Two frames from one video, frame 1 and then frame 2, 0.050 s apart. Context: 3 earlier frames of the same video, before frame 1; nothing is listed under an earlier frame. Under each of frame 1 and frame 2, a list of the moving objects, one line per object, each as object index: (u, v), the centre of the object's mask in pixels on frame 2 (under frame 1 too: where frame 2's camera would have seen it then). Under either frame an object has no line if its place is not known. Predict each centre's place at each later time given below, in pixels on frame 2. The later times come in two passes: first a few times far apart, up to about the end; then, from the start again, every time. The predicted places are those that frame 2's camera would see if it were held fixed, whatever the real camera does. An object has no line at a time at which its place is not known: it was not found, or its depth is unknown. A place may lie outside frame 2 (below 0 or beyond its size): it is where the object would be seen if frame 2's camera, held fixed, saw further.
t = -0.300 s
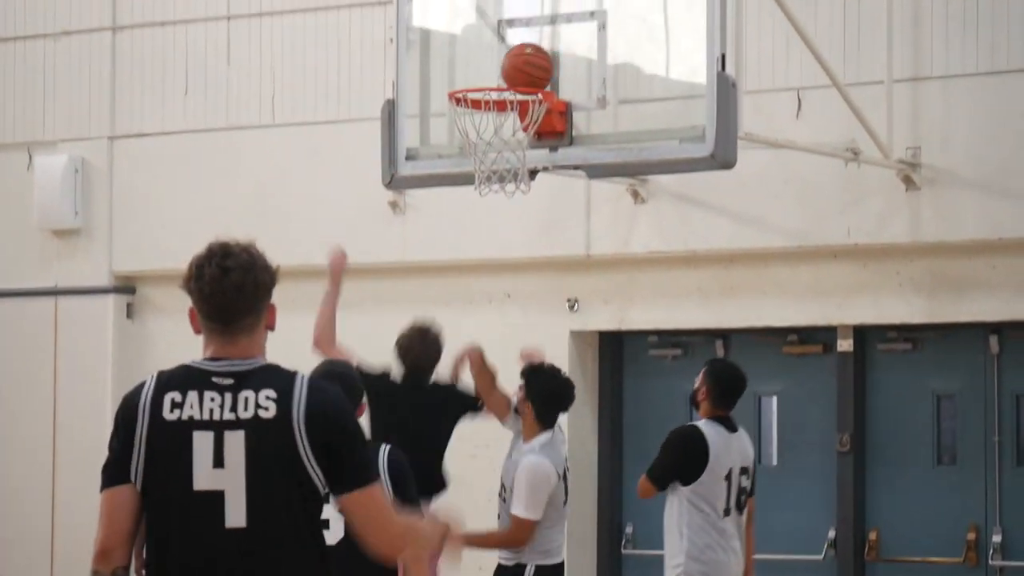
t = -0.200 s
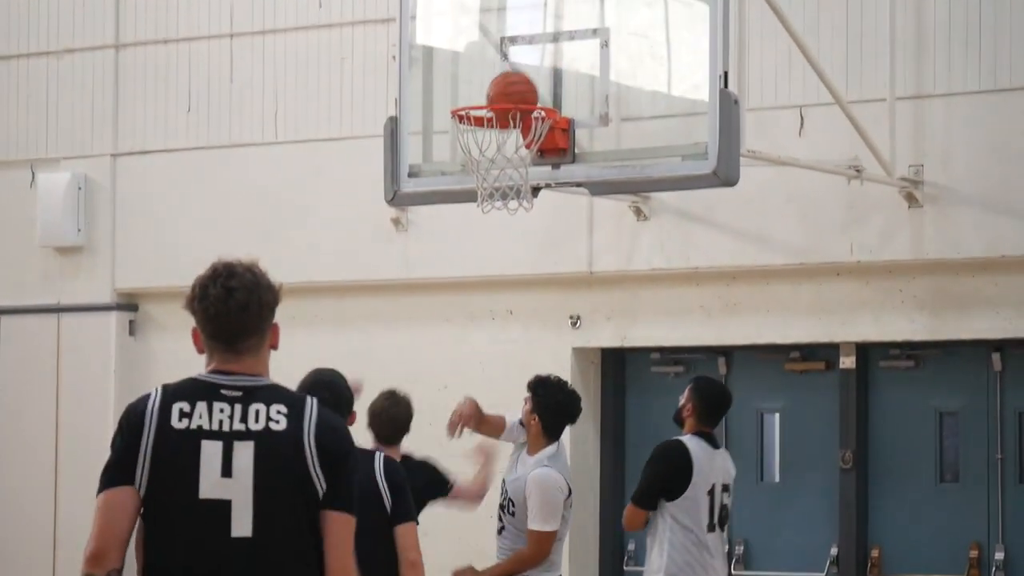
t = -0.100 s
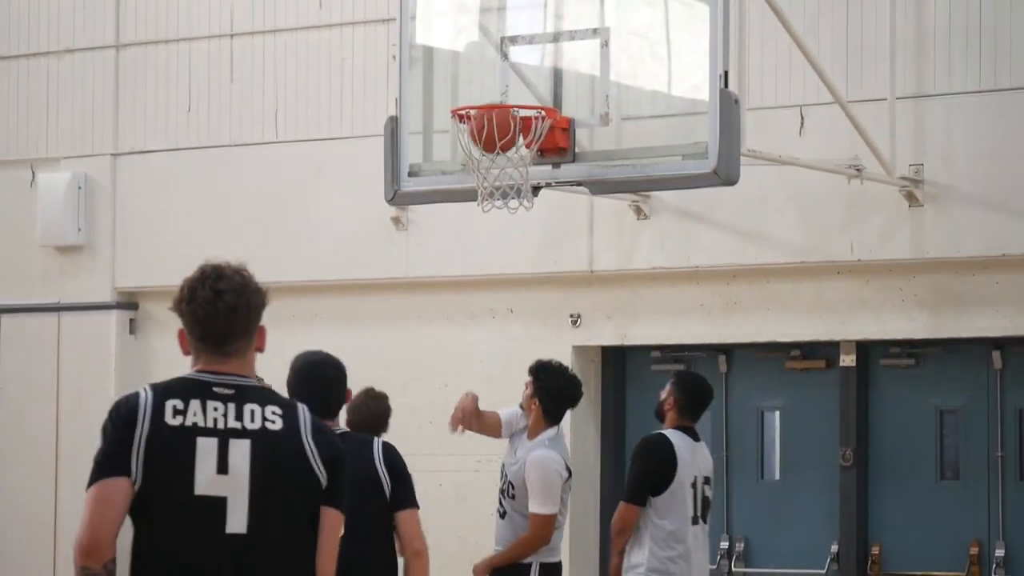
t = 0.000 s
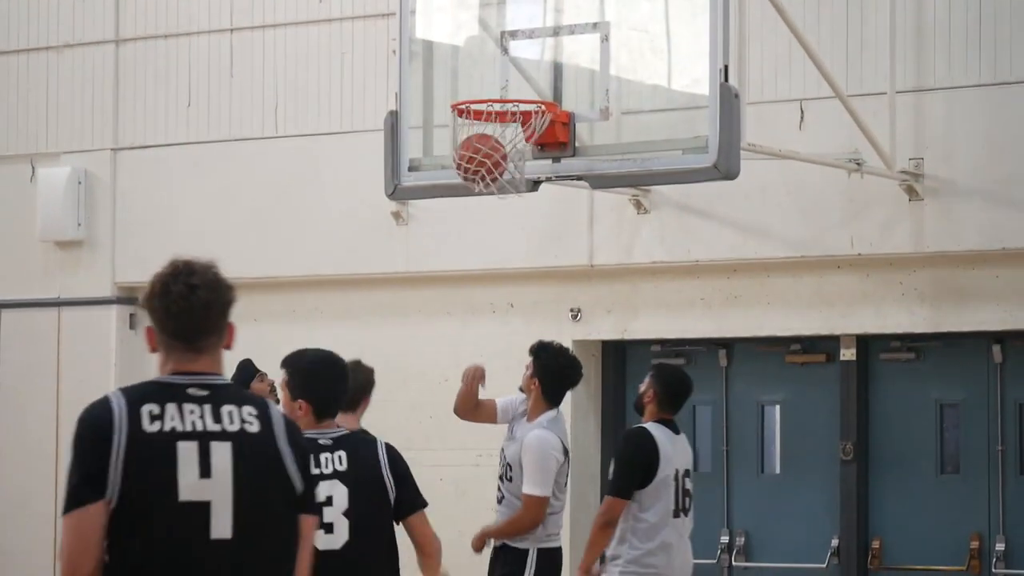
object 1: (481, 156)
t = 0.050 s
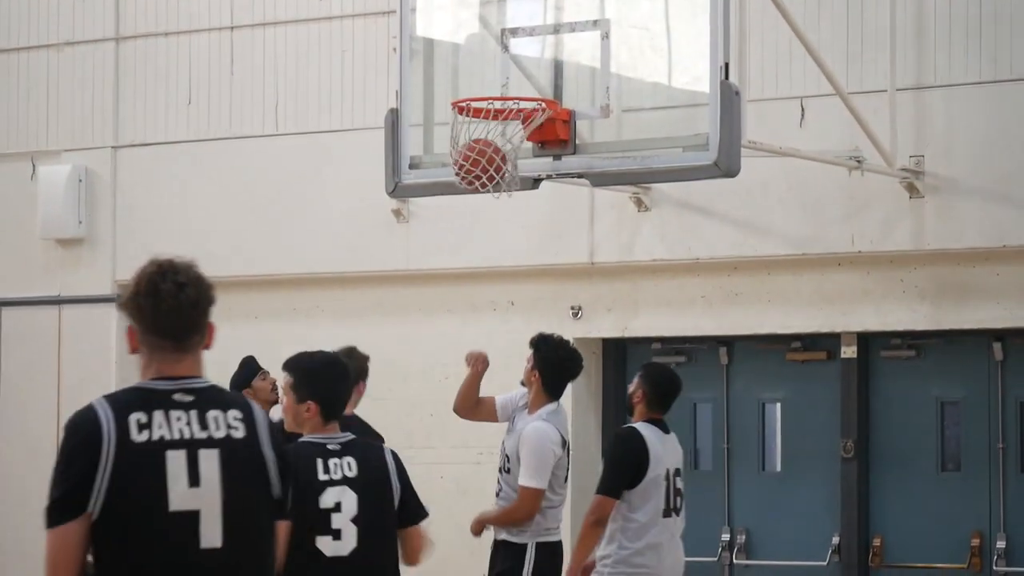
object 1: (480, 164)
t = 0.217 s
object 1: (488, 213)
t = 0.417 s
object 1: (496, 352)
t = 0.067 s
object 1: (481, 167)
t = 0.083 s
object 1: (481, 170)
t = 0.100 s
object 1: (481, 172)
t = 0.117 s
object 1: (482, 175)
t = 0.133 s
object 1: (483, 181)
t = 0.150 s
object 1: (483, 186)
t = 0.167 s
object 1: (485, 192)
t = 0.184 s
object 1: (486, 199)
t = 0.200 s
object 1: (487, 206)
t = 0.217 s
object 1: (488, 213)
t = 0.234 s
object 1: (488, 222)
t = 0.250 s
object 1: (489, 231)
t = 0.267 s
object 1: (490, 240)
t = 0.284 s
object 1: (491, 251)
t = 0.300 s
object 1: (491, 261)
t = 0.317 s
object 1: (492, 272)
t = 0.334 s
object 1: (493, 284)
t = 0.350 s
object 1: (494, 295)
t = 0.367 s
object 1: (494, 309)
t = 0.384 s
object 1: (495, 322)
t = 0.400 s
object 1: (495, 337)
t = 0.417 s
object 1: (496, 352)
